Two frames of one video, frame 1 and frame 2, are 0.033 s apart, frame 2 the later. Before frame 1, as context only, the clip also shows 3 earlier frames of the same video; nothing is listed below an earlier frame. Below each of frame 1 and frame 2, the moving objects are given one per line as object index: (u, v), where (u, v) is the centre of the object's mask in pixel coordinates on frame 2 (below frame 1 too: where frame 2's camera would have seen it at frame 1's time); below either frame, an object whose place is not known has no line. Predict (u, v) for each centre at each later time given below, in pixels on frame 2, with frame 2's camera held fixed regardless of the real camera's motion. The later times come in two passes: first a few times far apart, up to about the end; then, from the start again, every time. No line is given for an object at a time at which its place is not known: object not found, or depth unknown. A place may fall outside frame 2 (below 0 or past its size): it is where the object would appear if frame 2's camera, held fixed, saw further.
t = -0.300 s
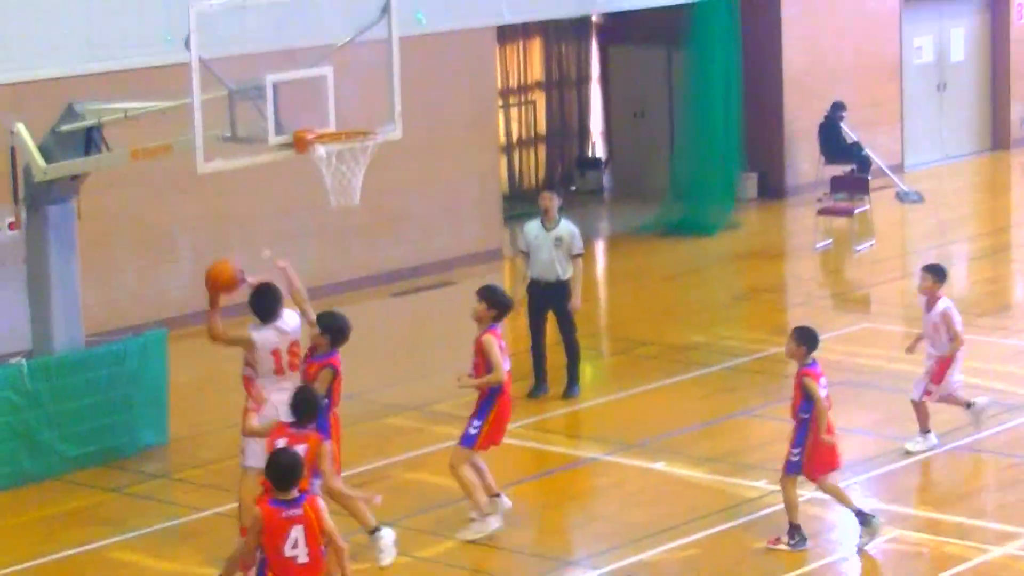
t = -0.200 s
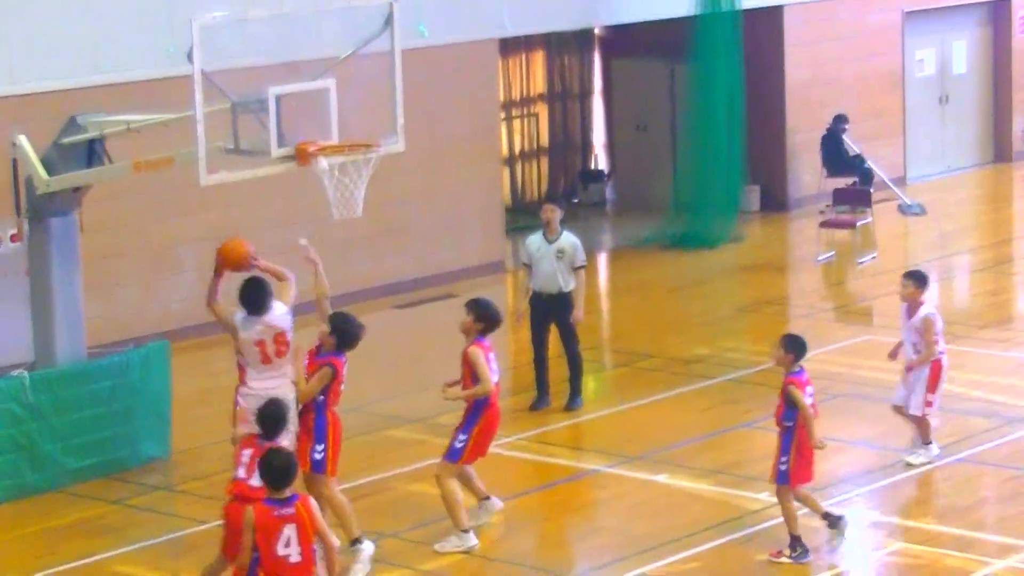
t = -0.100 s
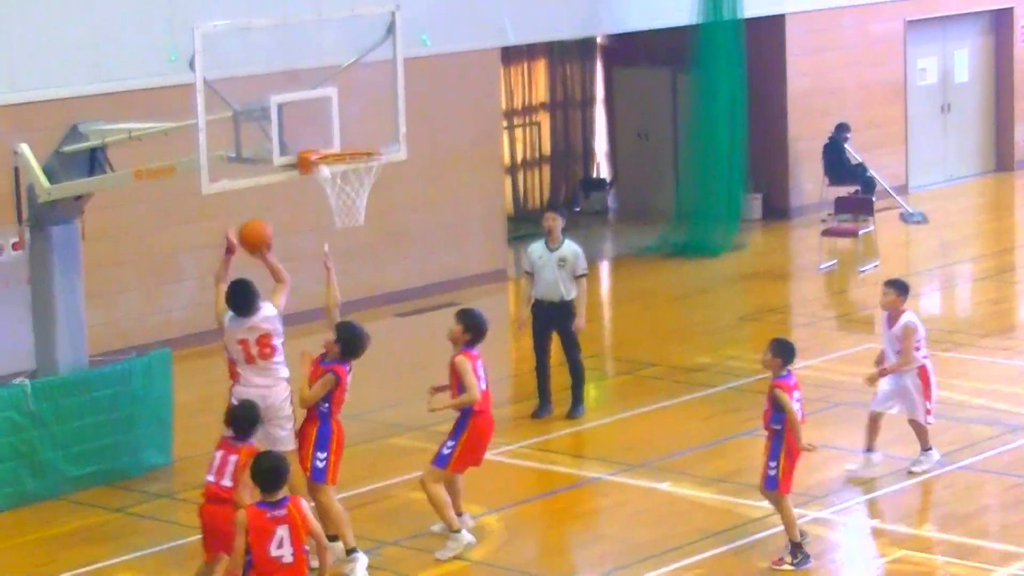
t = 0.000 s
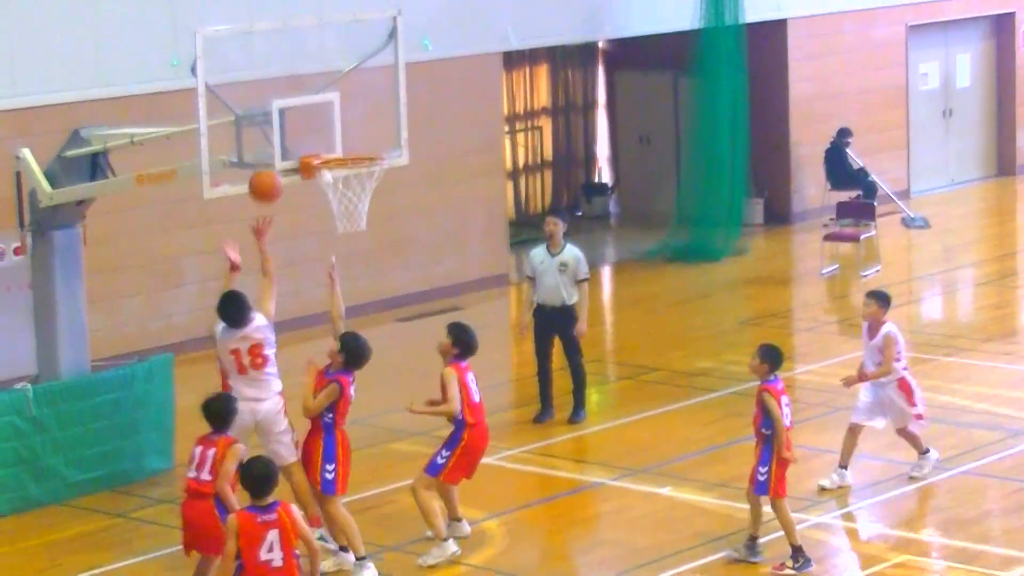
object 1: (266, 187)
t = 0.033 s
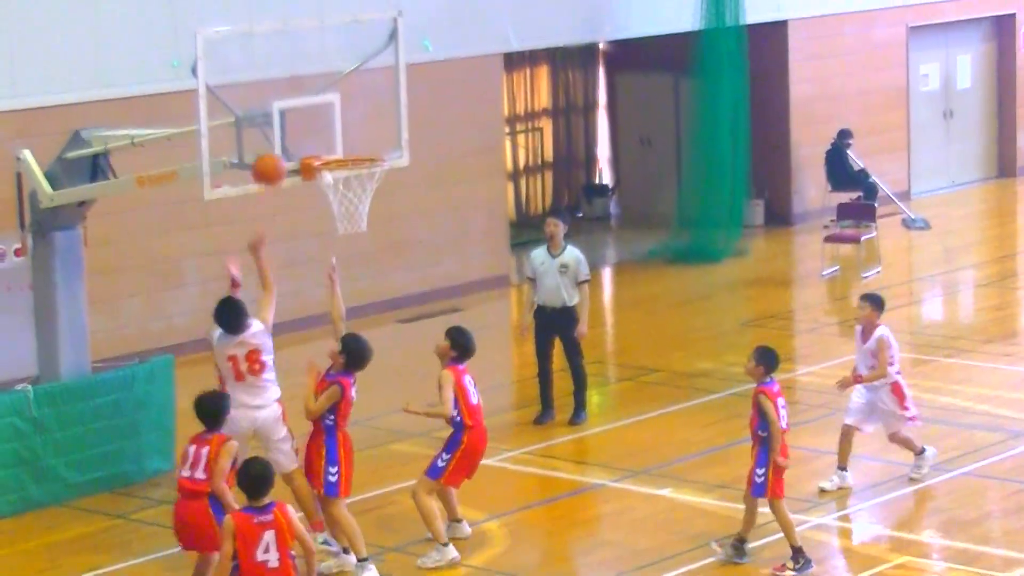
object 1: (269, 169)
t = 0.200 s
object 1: (292, 119)
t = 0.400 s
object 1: (346, 144)
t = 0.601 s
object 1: (380, 194)
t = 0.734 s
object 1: (372, 229)
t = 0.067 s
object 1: (272, 153)
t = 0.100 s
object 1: (275, 139)
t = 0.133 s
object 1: (278, 128)
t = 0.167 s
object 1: (283, 121)
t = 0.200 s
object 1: (292, 119)
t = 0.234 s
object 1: (301, 119)
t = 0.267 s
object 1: (309, 121)
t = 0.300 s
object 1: (318, 124)
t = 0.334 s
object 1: (327, 129)
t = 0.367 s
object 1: (336, 135)
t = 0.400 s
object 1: (346, 144)
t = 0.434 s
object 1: (355, 152)
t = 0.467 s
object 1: (365, 165)
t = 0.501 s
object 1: (374, 180)
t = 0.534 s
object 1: (378, 184)
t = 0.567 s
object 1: (380, 189)
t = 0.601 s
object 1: (380, 194)
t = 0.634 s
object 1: (376, 212)
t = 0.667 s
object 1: (375, 215)
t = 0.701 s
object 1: (373, 220)
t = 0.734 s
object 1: (372, 229)
